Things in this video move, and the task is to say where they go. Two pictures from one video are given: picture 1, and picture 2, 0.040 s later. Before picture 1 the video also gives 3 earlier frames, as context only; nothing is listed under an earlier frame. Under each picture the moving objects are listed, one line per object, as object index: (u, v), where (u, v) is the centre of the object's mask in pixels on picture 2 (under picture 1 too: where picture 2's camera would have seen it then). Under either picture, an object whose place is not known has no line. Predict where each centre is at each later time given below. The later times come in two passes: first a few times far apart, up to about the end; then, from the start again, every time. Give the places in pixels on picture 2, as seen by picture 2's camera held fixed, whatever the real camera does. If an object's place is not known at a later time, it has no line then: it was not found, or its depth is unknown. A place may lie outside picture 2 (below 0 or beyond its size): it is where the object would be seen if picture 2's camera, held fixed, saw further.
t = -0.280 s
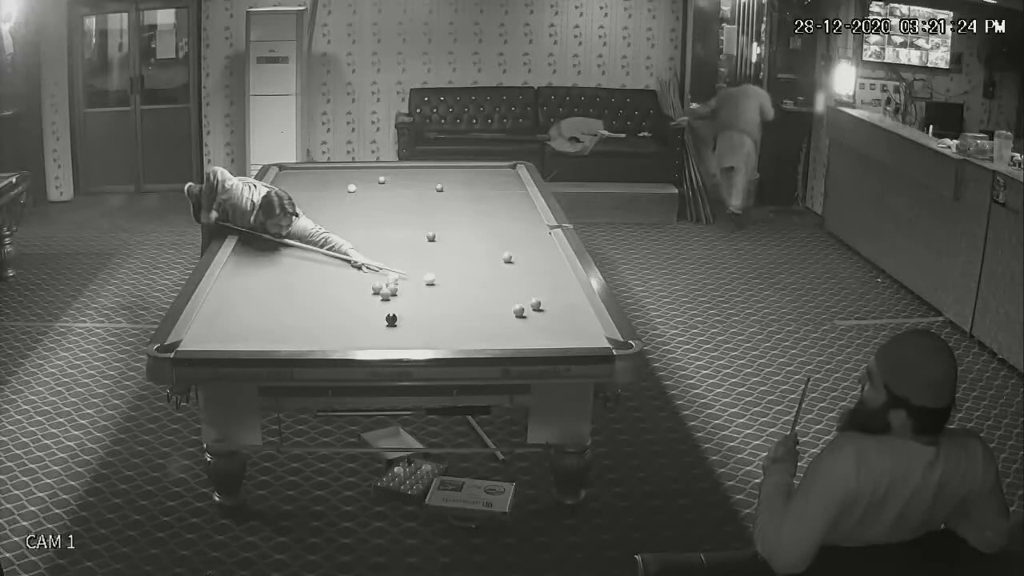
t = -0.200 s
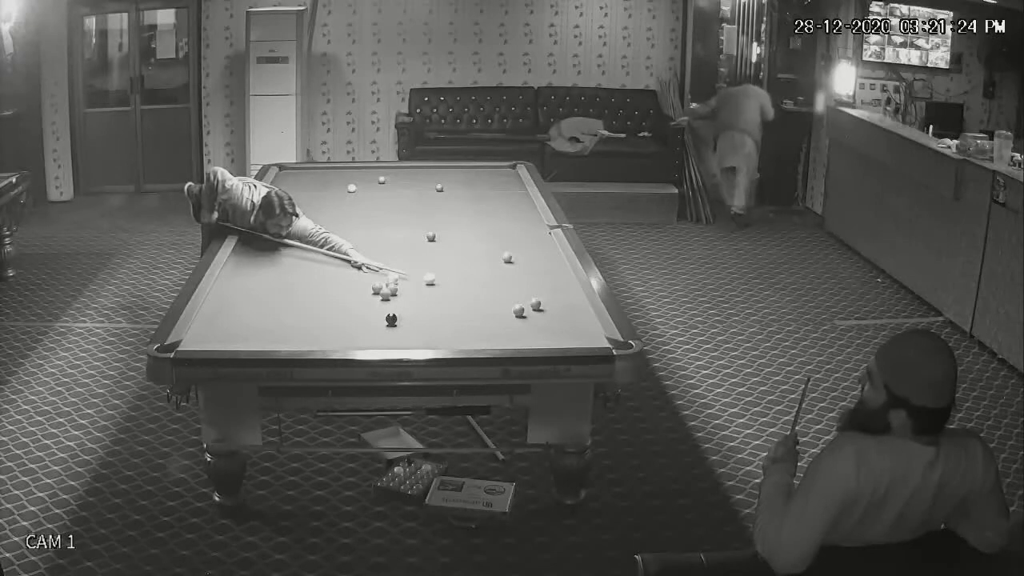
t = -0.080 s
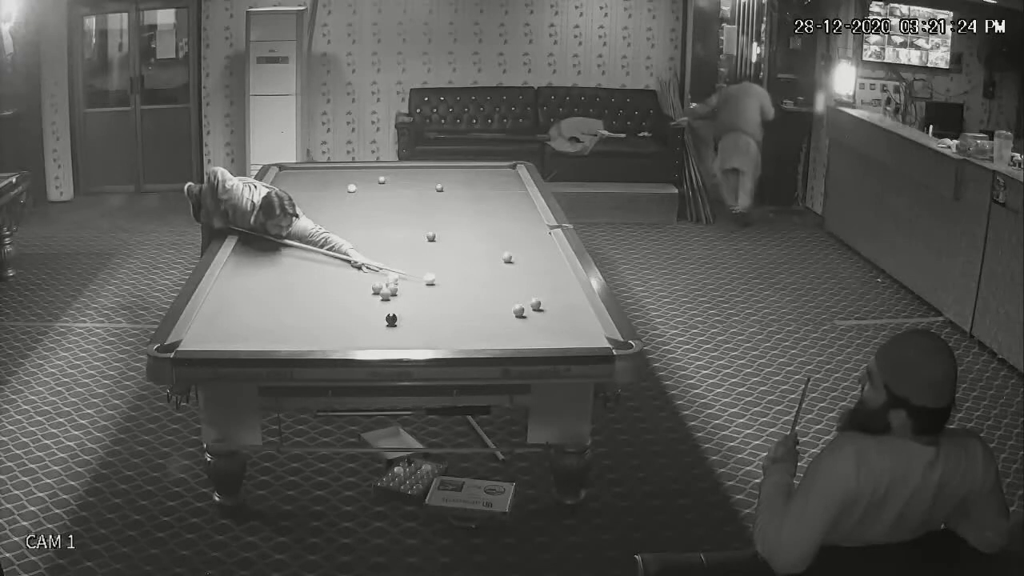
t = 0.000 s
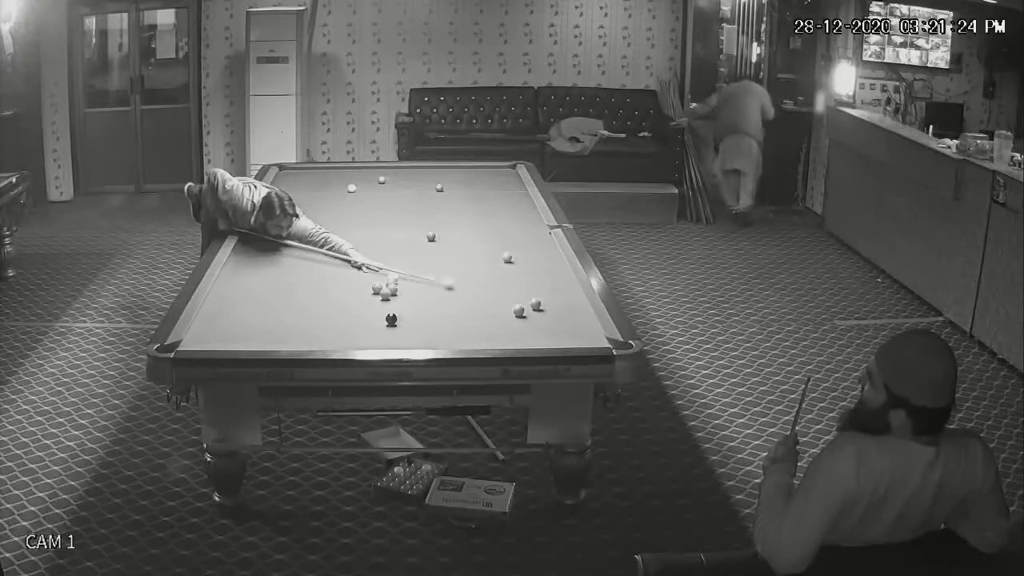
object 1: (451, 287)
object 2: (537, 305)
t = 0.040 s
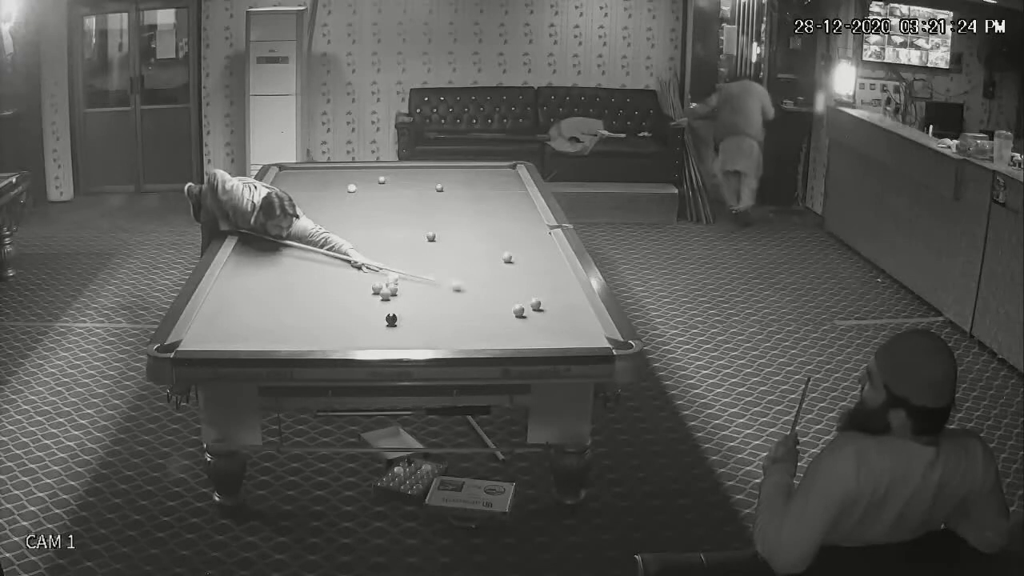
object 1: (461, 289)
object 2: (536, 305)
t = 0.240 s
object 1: (492, 295)
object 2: (536, 305)
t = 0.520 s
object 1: (531, 303)
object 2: (538, 306)
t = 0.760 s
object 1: (556, 303)
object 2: (553, 314)
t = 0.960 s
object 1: (572, 301)
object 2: (564, 321)
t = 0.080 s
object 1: (468, 291)
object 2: (536, 305)
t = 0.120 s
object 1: (473, 291)
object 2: (536, 305)
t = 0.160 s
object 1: (479, 292)
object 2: (536, 305)
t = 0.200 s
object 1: (485, 294)
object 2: (536, 305)
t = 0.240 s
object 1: (492, 295)
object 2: (536, 305)
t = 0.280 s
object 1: (498, 297)
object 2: (536, 305)
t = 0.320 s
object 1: (505, 299)
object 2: (536, 305)
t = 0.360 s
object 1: (511, 299)
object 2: (536, 305)
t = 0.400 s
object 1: (518, 301)
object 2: (536, 305)
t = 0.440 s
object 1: (524, 303)
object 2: (536, 305)
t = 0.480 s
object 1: (528, 303)
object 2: (536, 305)
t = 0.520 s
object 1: (531, 303)
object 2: (538, 306)
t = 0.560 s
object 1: (535, 300)
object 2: (540, 307)
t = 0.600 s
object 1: (539, 300)
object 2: (543, 308)
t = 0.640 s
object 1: (543, 300)
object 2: (546, 309)
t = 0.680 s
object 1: (549, 302)
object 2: (549, 311)
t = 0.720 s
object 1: (553, 303)
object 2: (550, 312)
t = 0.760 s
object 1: (556, 303)
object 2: (553, 314)
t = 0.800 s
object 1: (558, 301)
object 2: (555, 315)
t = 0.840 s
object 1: (562, 301)
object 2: (557, 317)
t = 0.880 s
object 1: (565, 301)
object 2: (560, 319)
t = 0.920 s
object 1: (569, 300)
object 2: (562, 320)
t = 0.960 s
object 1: (572, 301)
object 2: (564, 321)
